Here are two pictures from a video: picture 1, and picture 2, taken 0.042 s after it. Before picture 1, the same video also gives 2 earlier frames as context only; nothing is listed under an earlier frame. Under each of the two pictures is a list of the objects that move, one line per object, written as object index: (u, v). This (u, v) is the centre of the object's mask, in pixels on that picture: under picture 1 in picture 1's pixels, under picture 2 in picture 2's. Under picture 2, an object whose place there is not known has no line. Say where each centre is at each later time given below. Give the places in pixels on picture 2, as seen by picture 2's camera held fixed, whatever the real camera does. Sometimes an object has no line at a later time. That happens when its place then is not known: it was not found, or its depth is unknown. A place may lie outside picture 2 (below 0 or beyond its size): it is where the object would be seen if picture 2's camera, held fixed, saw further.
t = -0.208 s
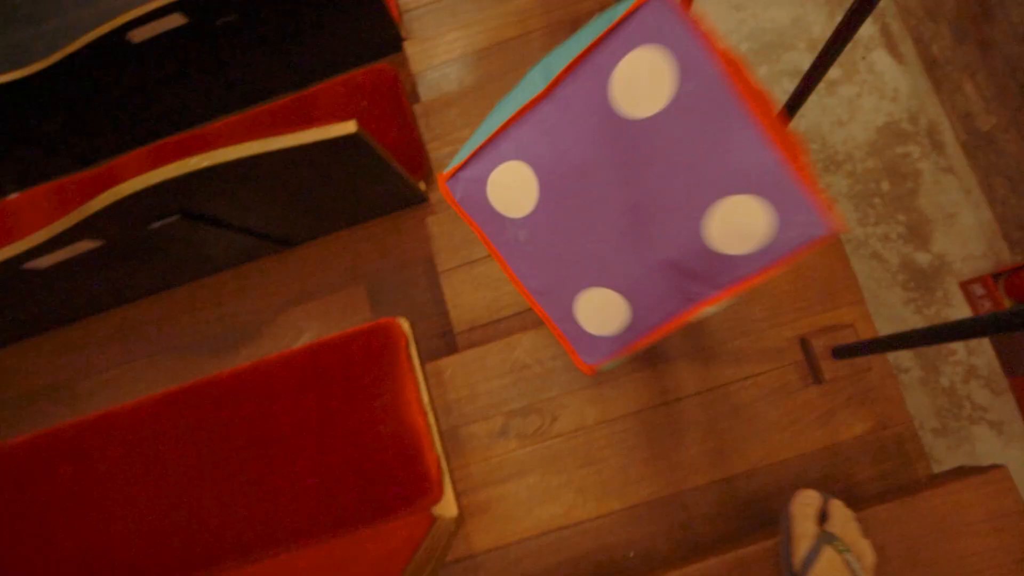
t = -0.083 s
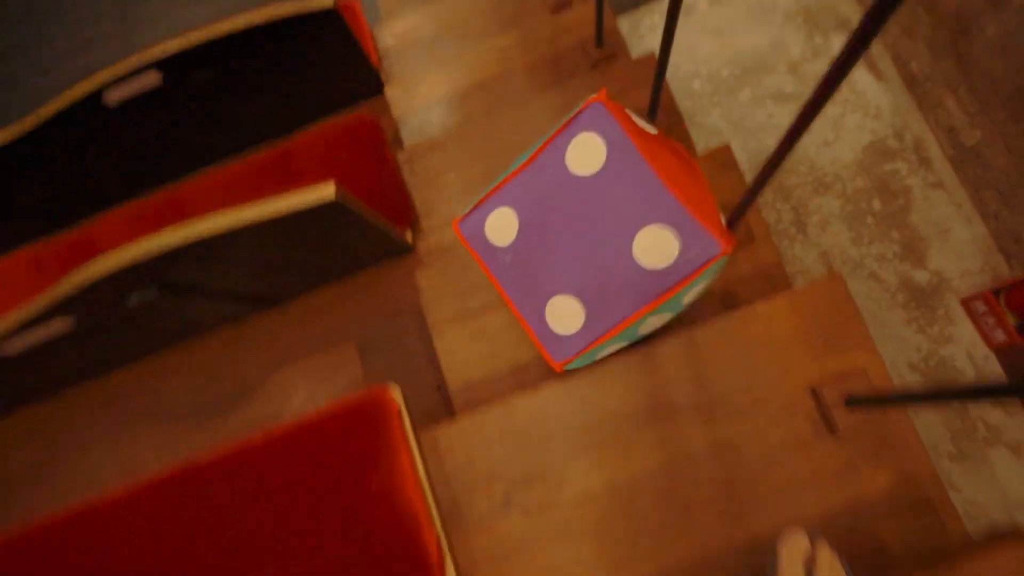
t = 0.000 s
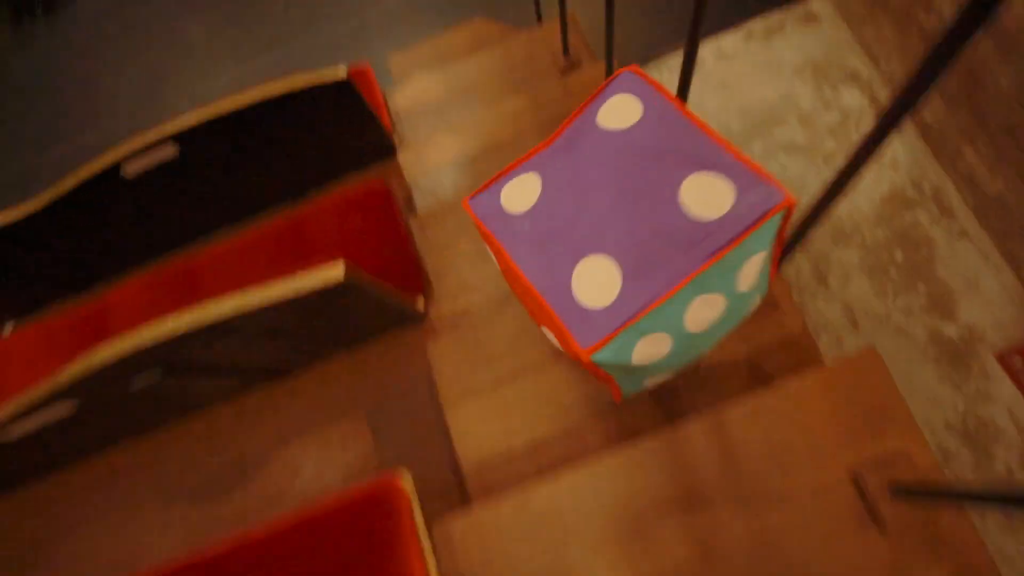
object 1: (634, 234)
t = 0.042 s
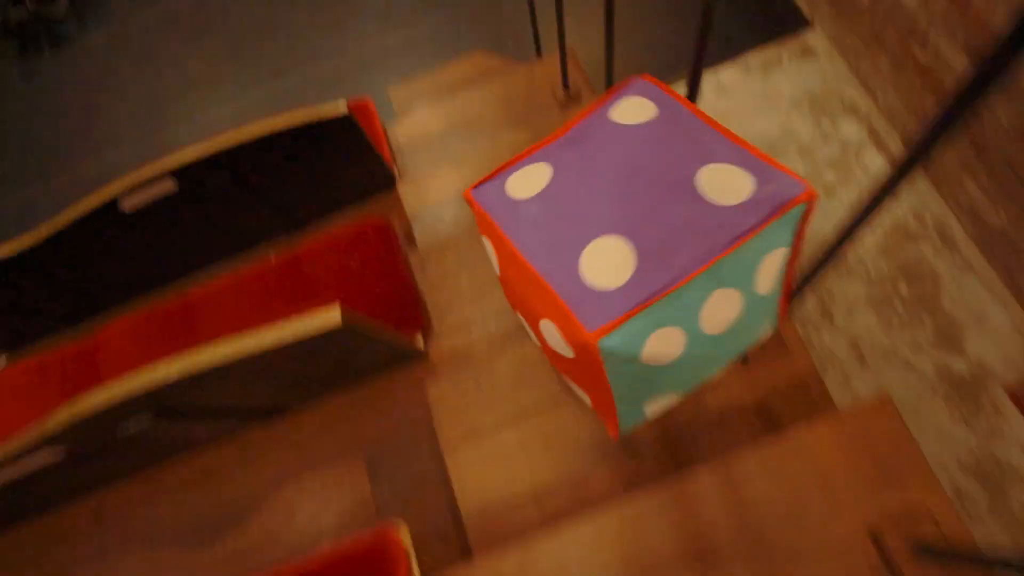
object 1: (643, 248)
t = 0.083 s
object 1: (647, 234)
